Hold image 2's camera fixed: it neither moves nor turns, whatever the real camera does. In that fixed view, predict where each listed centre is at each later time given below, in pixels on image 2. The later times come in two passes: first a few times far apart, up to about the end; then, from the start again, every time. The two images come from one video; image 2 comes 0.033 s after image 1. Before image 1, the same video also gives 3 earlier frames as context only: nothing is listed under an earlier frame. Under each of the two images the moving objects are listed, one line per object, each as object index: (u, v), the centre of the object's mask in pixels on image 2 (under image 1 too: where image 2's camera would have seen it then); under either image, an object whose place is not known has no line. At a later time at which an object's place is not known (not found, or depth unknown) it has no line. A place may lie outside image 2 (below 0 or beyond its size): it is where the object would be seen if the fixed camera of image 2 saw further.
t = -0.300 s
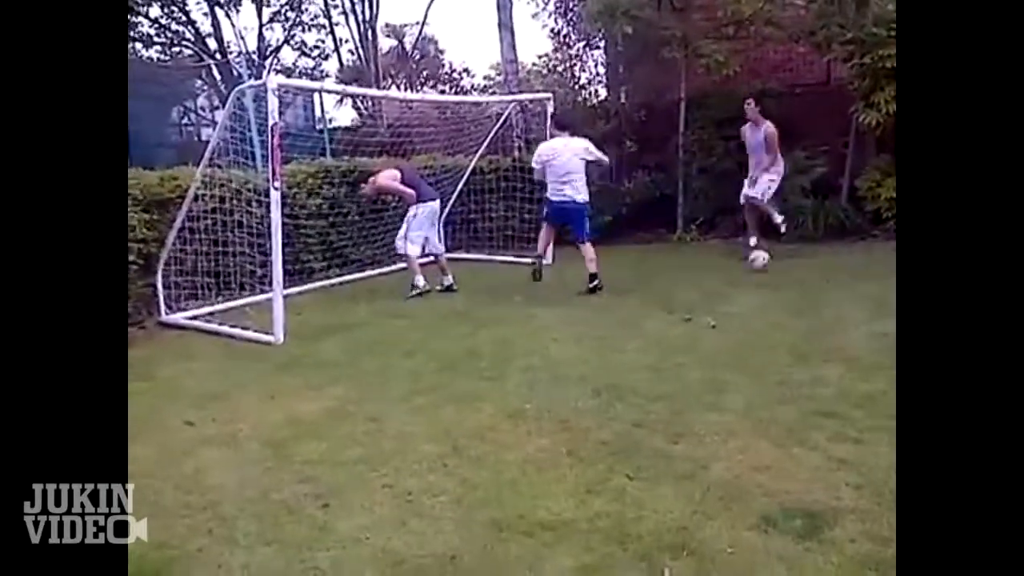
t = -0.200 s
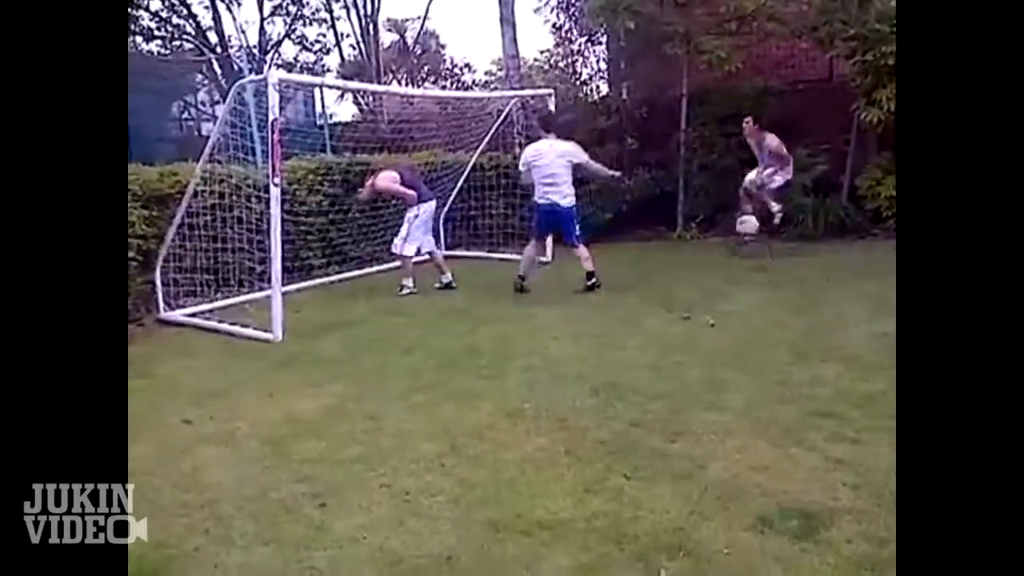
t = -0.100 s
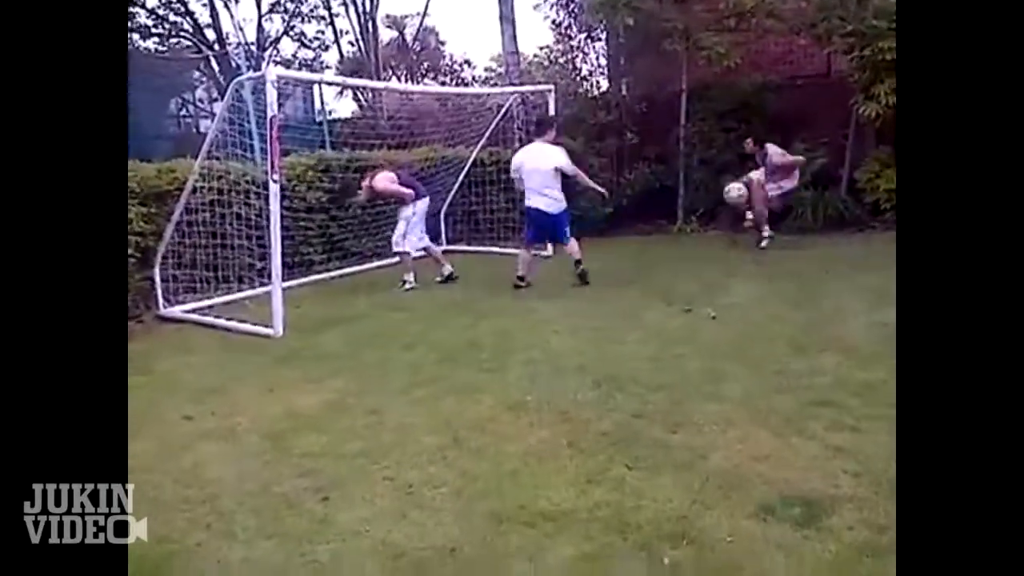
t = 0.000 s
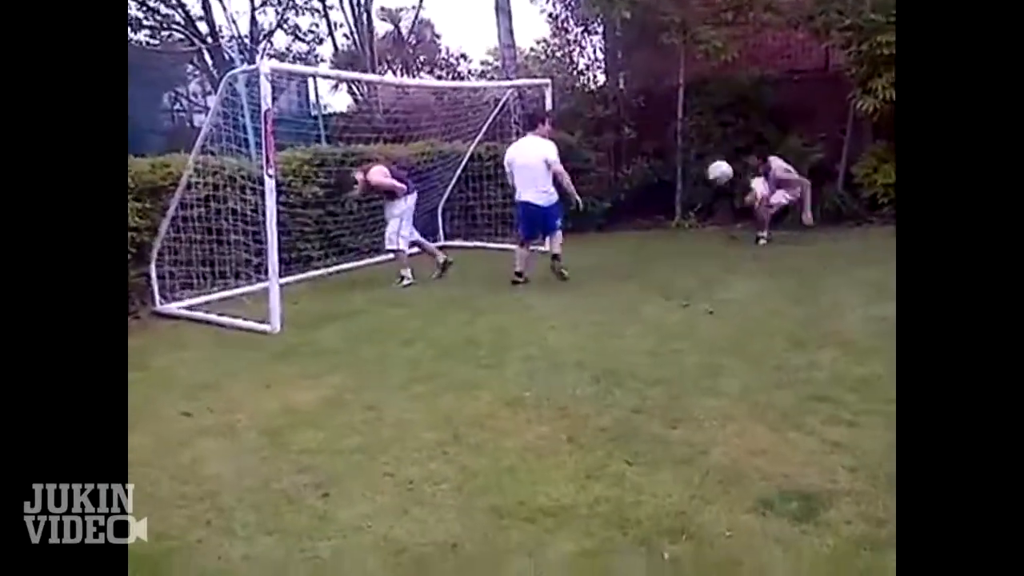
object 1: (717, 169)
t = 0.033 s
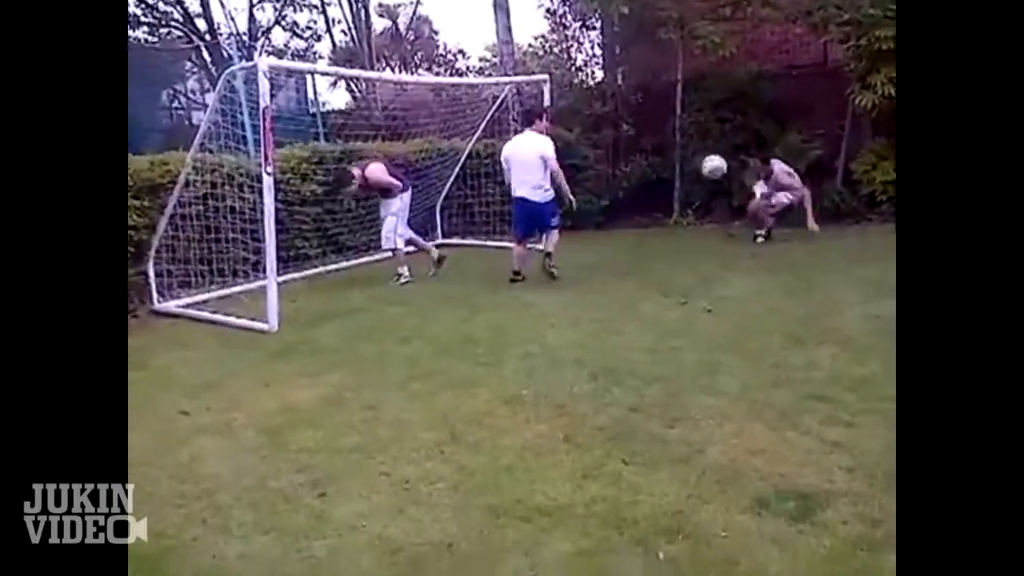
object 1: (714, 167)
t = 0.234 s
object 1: (685, 175)
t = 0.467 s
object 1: (652, 248)
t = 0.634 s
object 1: (626, 272)
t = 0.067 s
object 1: (709, 164)
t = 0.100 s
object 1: (704, 164)
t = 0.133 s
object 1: (699, 165)
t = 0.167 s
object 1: (695, 166)
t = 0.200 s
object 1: (689, 170)
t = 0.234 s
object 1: (685, 175)
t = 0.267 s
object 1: (680, 180)
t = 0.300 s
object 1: (675, 188)
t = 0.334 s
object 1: (670, 198)
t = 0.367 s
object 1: (665, 208)
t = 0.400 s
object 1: (661, 220)
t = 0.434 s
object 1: (654, 237)
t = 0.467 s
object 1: (652, 248)
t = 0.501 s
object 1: (649, 267)
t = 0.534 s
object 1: (640, 286)
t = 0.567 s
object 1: (637, 289)
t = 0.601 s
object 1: (632, 280)
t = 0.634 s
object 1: (626, 272)
